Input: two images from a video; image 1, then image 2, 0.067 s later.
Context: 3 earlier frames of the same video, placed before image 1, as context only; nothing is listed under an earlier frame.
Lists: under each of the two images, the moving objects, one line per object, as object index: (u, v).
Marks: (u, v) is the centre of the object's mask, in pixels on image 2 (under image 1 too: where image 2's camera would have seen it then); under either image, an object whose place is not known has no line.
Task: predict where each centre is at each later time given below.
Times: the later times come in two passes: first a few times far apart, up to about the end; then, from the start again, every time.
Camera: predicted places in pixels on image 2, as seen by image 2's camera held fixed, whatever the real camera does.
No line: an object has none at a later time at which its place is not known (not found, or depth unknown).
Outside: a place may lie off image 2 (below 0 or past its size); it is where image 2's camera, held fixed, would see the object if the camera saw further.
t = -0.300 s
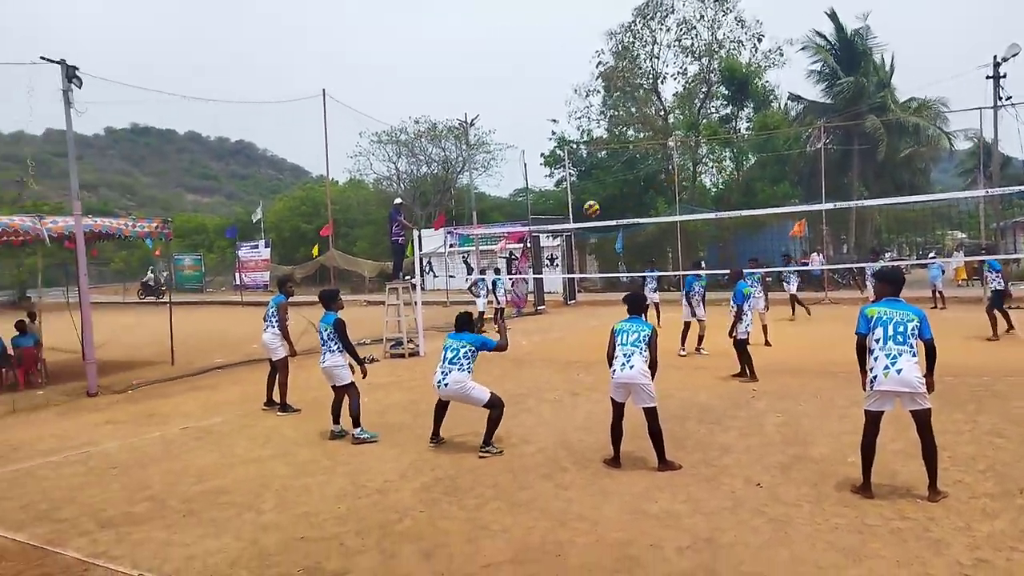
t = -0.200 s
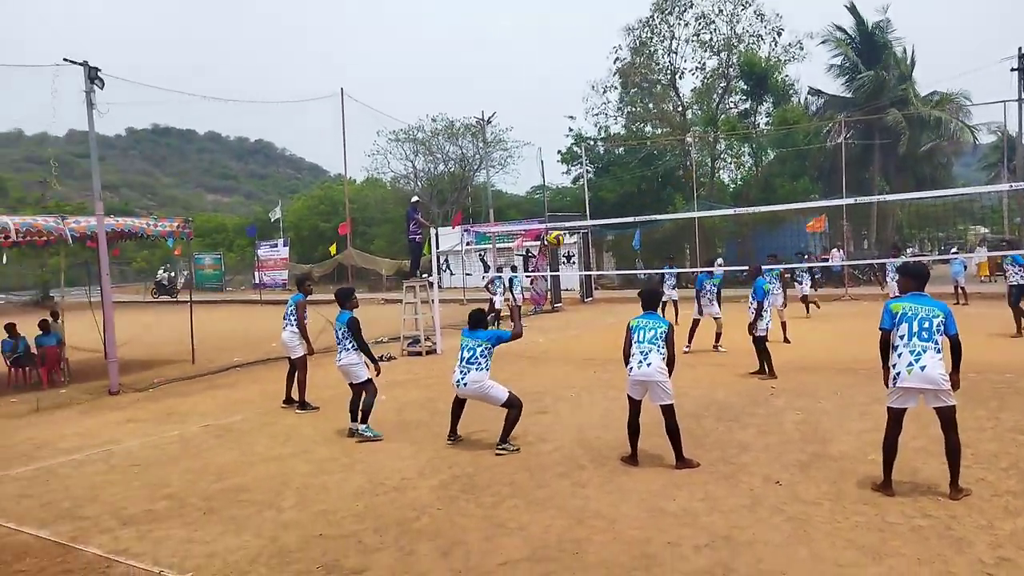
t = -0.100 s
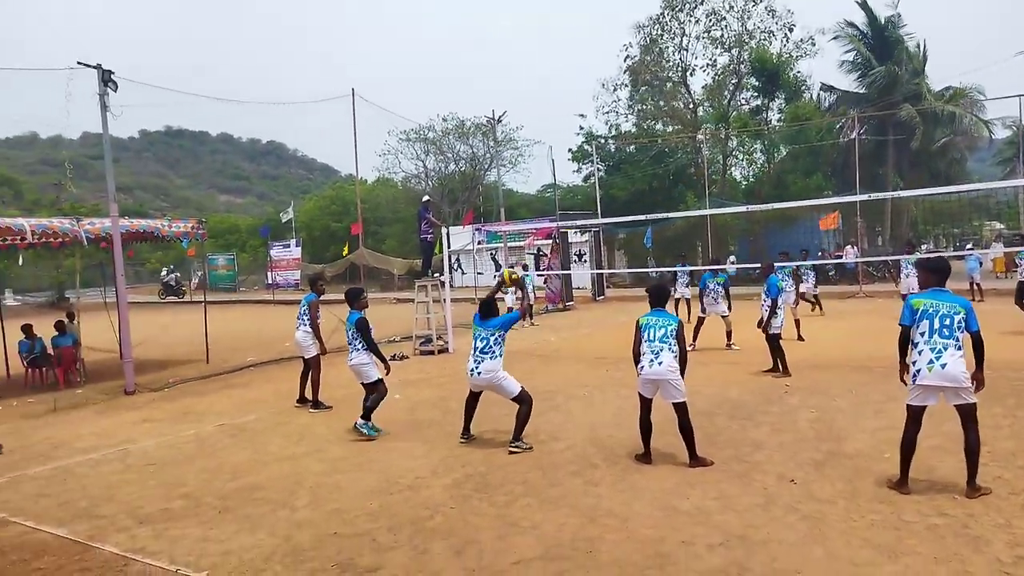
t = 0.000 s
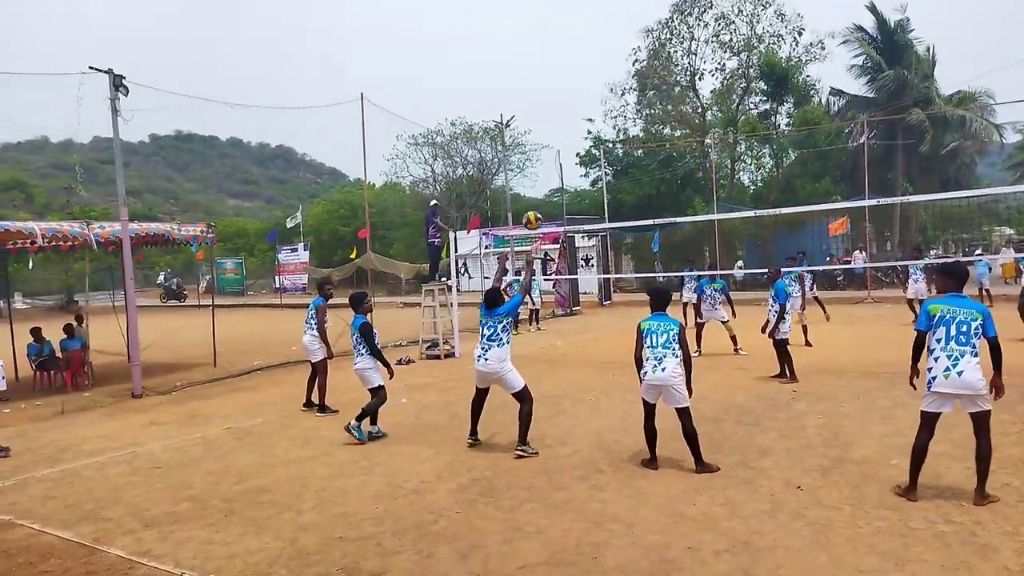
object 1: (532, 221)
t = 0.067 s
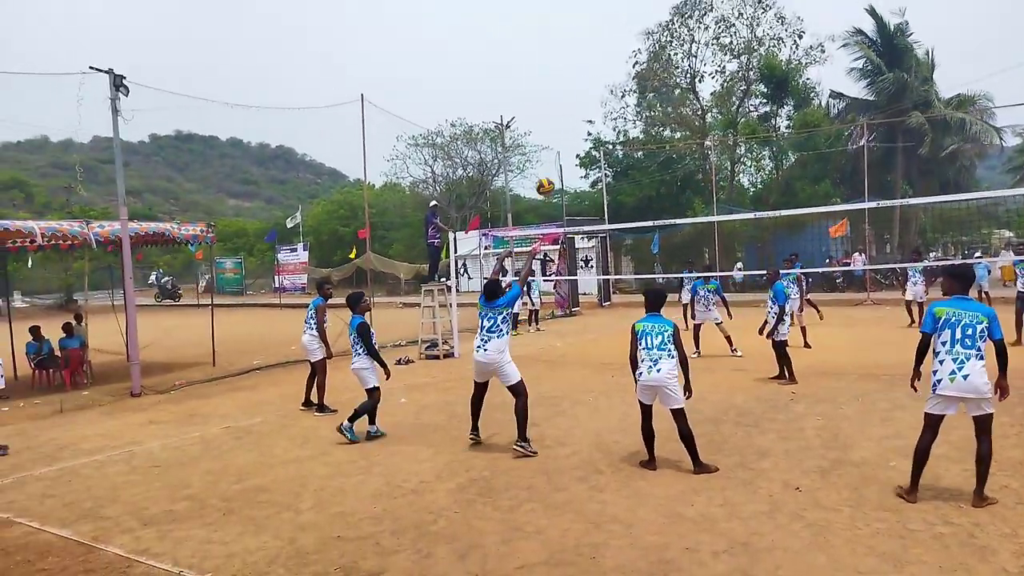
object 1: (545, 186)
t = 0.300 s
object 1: (589, 101)
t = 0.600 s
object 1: (641, 69)
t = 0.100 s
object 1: (551, 171)
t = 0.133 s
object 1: (558, 156)
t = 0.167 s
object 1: (564, 143)
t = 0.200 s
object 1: (570, 130)
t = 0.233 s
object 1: (577, 119)
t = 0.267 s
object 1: (583, 110)
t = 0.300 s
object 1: (589, 101)
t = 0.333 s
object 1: (595, 94)
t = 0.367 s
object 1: (601, 87)
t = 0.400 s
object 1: (608, 82)
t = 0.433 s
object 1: (614, 78)
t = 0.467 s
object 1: (619, 74)
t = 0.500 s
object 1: (624, 72)
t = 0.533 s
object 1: (629, 70)
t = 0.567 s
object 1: (635, 69)
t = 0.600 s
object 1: (641, 69)
